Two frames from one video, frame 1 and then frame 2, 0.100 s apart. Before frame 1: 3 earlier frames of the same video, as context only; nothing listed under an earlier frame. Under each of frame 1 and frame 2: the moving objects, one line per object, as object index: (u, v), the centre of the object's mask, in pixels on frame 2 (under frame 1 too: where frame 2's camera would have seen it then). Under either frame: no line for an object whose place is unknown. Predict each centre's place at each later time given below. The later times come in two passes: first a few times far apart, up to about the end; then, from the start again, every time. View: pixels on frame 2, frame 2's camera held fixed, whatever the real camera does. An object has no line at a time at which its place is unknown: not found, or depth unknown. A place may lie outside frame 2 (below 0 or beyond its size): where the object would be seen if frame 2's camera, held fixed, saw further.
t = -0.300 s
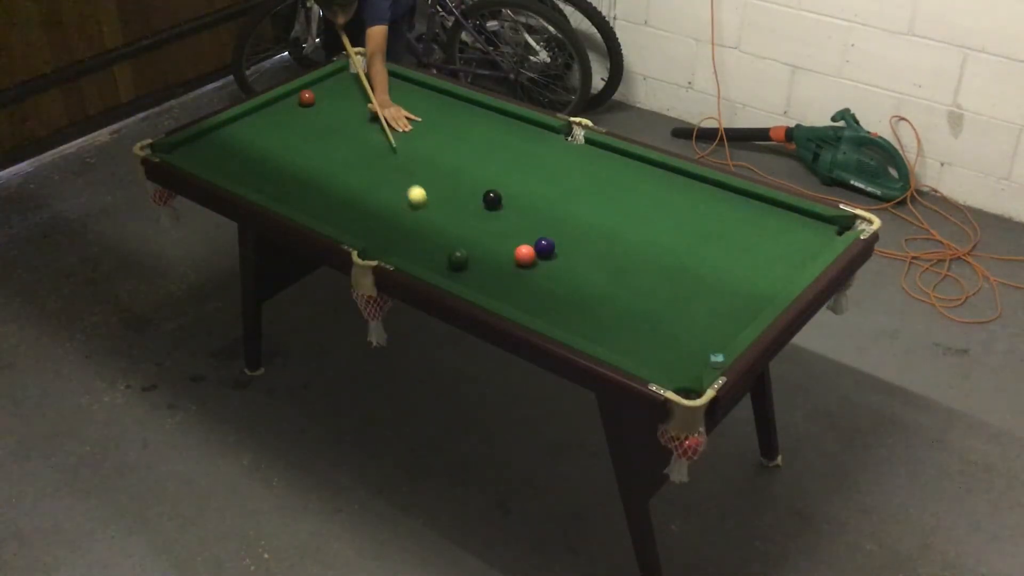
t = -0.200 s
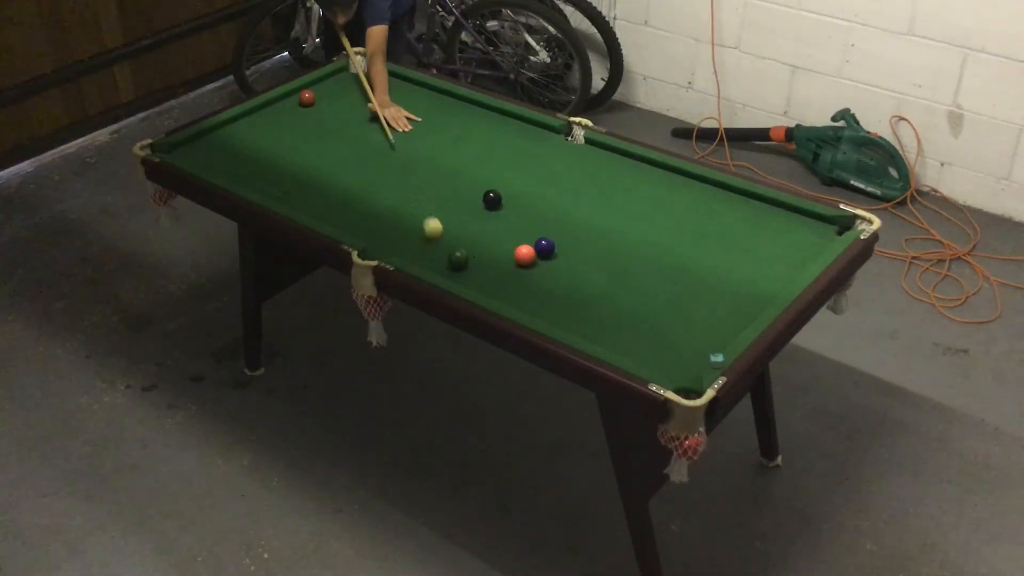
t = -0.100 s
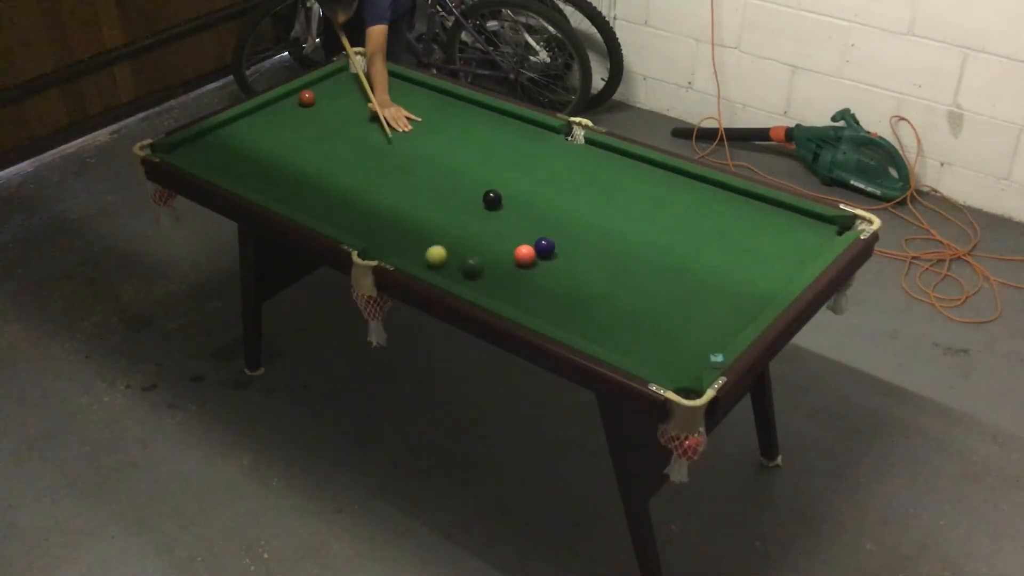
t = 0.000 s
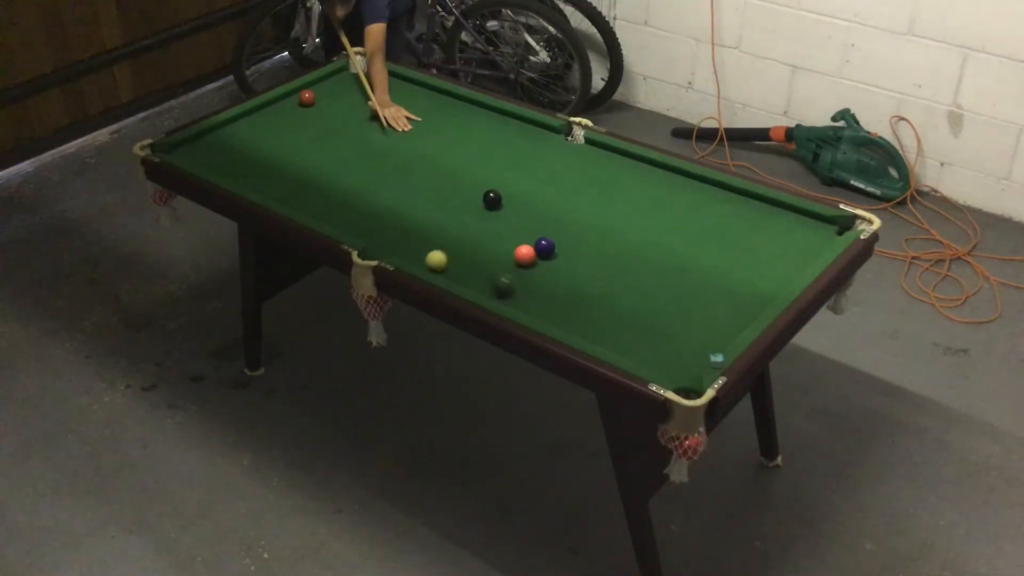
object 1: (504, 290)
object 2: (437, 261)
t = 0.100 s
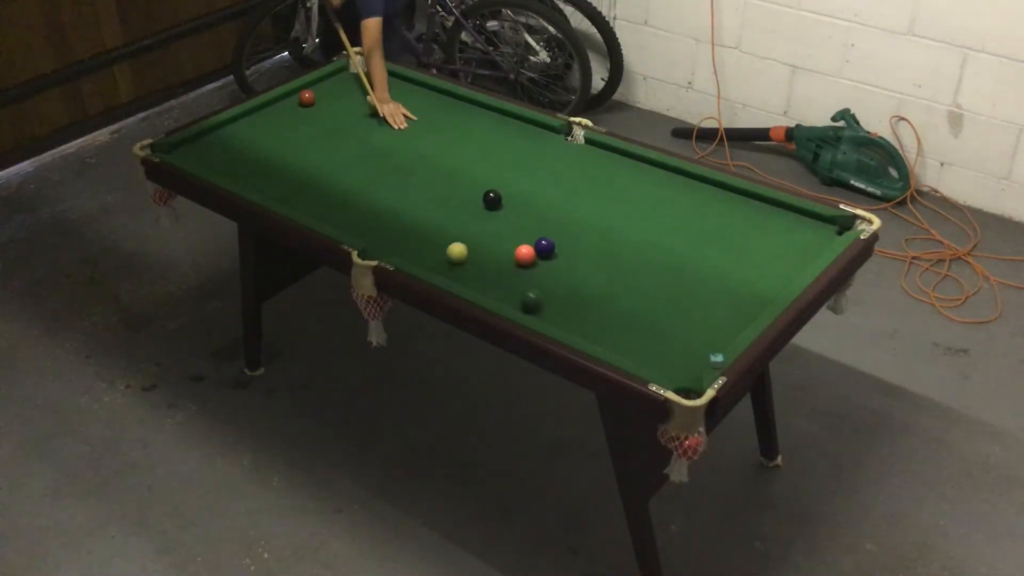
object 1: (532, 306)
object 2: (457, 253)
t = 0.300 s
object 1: (589, 336)
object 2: (495, 240)
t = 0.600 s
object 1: (680, 379)
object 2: (544, 220)
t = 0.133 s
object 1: (542, 311)
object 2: (464, 251)
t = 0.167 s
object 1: (550, 315)
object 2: (470, 249)
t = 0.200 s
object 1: (560, 320)
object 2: (476, 247)
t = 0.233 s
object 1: (569, 325)
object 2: (482, 244)
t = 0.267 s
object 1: (580, 331)
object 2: (488, 242)
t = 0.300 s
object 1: (589, 336)
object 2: (495, 240)
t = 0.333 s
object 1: (598, 340)
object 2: (500, 238)
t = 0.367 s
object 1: (609, 346)
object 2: (506, 235)
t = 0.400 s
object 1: (618, 350)
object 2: (512, 233)
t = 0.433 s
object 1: (627, 354)
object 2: (517, 231)
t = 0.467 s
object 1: (639, 359)
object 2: (523, 228)
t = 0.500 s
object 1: (649, 363)
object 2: (528, 226)
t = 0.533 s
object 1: (660, 368)
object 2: (534, 224)
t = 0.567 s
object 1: (670, 373)
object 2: (538, 222)
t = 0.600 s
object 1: (680, 379)
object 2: (544, 220)
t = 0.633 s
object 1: (690, 382)
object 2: (549, 218)
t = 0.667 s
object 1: (687, 384)
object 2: (553, 216)
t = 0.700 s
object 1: (679, 383)
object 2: (558, 213)
